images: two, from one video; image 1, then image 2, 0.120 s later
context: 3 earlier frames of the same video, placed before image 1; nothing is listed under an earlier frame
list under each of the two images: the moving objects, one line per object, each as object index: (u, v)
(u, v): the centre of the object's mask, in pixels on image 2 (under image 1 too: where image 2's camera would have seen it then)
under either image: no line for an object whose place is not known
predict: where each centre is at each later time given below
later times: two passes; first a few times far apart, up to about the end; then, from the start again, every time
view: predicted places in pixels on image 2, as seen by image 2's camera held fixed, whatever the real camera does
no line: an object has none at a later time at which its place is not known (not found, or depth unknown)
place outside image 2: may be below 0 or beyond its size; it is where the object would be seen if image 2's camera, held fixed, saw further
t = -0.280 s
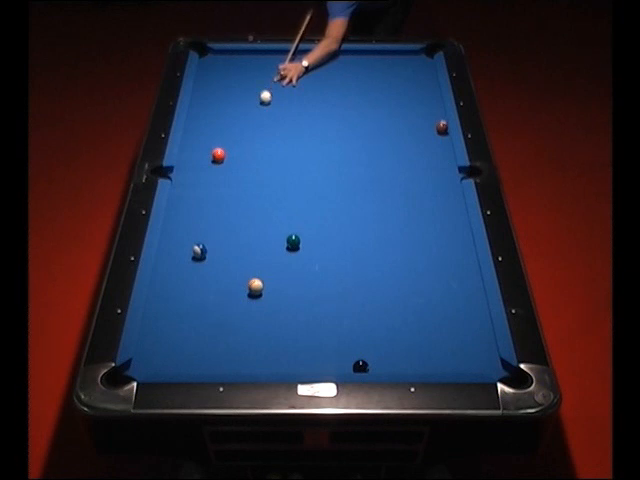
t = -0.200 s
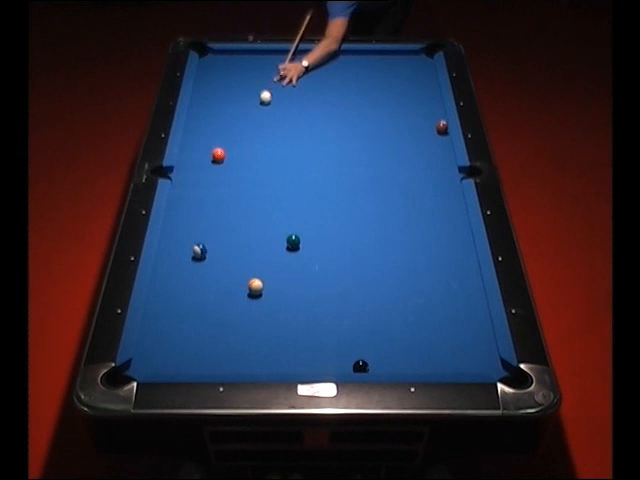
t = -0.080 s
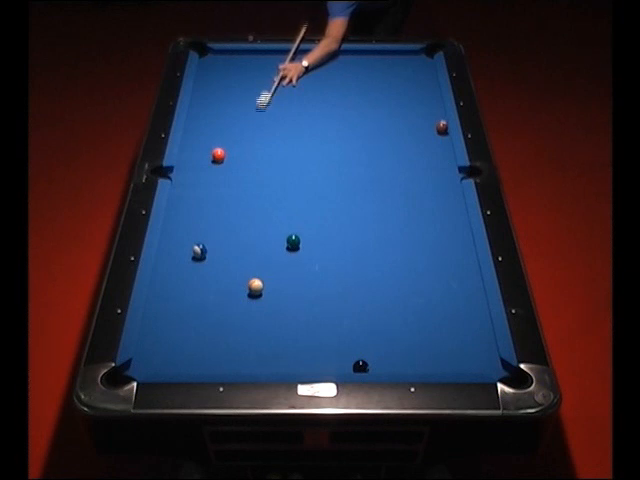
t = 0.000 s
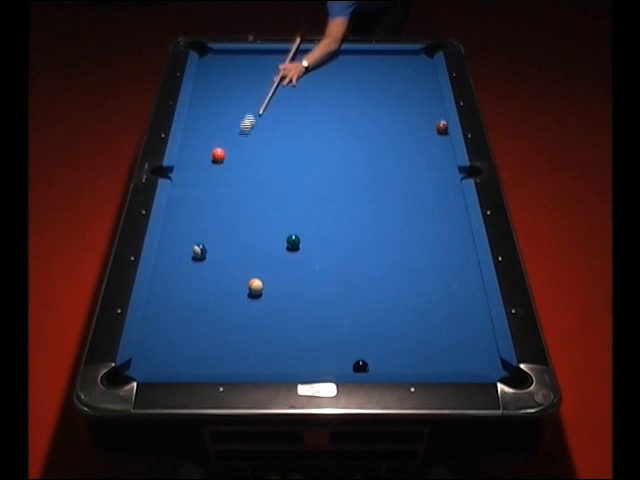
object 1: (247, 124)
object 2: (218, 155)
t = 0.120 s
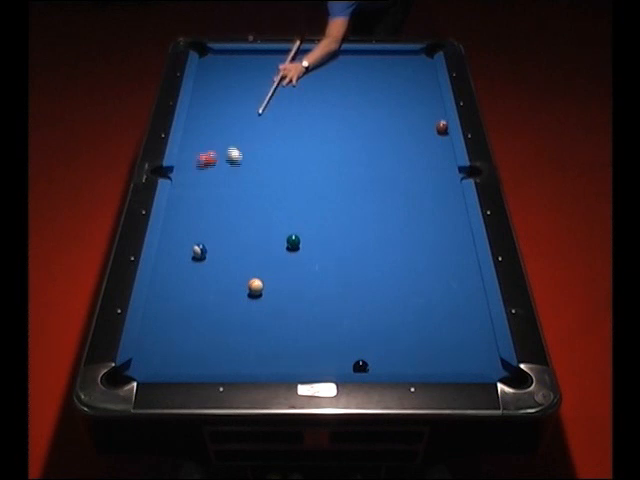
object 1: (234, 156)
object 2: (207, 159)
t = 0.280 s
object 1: (263, 178)
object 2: (157, 176)
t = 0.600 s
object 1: (319, 207)
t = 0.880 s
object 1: (367, 230)
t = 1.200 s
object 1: (426, 257)
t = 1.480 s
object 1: (474, 281)
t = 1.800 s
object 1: (449, 296)
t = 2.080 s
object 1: (430, 309)
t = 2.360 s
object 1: (410, 322)
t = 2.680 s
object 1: (389, 337)
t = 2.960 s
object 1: (371, 348)
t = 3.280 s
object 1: (351, 356)
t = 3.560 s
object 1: (335, 361)
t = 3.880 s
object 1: (318, 365)
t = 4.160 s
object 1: (306, 365)
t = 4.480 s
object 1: (296, 364)
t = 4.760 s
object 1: (289, 363)
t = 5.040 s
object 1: (284, 362)
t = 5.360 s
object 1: (280, 363)
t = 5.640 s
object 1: (277, 363)
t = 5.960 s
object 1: (277, 362)
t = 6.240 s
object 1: (277, 362)
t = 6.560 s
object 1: (277, 363)
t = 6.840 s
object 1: (277, 363)
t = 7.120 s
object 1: (277, 363)
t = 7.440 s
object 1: (277, 363)
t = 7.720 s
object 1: (277, 363)
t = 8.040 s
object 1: (277, 363)
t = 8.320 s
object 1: (277, 363)
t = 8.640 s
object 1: (277, 363)
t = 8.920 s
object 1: (277, 363)
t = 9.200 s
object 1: (278, 362)
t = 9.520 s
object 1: (278, 362)
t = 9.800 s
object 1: (278, 362)
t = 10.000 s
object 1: (278, 362)
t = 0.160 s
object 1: (241, 161)
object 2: (191, 165)
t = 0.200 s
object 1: (248, 167)
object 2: (177, 169)
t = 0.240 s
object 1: (256, 173)
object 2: (162, 173)
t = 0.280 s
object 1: (263, 178)
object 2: (157, 176)
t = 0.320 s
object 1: (270, 182)
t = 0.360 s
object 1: (278, 187)
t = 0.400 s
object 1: (284, 191)
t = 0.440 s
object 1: (291, 195)
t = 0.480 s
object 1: (298, 198)
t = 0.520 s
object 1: (305, 201)
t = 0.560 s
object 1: (312, 204)
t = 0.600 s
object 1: (319, 207)
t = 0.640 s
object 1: (326, 211)
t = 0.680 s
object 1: (332, 213)
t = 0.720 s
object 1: (339, 217)
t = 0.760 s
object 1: (347, 220)
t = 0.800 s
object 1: (353, 223)
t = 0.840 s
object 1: (360, 227)
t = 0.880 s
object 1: (367, 230)
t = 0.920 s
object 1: (375, 233)
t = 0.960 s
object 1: (382, 237)
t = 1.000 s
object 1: (389, 239)
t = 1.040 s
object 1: (396, 243)
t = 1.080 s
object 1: (404, 247)
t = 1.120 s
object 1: (411, 250)
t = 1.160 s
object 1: (418, 253)
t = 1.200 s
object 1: (426, 257)
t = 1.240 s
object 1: (433, 260)
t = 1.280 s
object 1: (441, 264)
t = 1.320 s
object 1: (448, 267)
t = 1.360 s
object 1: (456, 271)
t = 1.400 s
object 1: (463, 274)
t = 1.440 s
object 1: (471, 278)
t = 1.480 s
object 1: (474, 281)
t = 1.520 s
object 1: (470, 283)
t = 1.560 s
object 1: (467, 285)
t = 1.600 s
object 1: (463, 287)
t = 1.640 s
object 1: (461, 289)
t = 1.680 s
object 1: (458, 291)
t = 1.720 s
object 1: (455, 293)
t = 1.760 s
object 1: (452, 294)
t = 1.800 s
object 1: (449, 296)
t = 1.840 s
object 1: (446, 298)
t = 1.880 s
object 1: (444, 300)
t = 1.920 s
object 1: (441, 302)
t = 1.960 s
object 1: (438, 304)
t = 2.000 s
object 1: (435, 306)
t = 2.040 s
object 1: (432, 307)
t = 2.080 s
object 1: (430, 309)
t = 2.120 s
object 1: (427, 311)
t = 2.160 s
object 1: (424, 313)
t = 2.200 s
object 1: (422, 315)
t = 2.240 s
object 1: (419, 317)
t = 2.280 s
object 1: (416, 318)
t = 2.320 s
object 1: (413, 321)
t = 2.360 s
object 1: (410, 322)
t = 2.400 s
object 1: (408, 324)
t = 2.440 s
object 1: (405, 325)
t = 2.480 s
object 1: (402, 328)
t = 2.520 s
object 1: (400, 329)
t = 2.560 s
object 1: (397, 331)
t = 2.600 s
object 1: (394, 333)
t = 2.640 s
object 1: (392, 335)
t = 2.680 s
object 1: (389, 337)
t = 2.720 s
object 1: (386, 338)
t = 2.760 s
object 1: (384, 340)
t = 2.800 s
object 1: (381, 342)
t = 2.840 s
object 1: (379, 343)
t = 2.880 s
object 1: (376, 345)
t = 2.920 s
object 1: (374, 347)
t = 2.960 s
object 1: (371, 348)
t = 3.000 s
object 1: (369, 350)
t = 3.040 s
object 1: (367, 351)
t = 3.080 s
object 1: (364, 352)
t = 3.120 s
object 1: (361, 352)
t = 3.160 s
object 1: (359, 354)
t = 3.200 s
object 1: (357, 355)
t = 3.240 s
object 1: (354, 355)
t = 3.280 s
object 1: (351, 356)
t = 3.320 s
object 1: (349, 357)
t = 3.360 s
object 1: (346, 357)
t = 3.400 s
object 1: (344, 358)
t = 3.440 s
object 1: (342, 359)
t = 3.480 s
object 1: (340, 359)
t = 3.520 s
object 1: (337, 360)
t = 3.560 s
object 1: (335, 361)
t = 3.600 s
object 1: (333, 361)
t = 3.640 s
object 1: (330, 362)
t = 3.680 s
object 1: (328, 362)
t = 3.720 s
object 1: (326, 363)
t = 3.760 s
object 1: (324, 363)
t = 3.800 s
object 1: (322, 364)
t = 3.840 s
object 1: (320, 364)
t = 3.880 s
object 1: (318, 365)
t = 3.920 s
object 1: (316, 365)
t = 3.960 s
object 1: (314, 366)
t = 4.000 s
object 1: (312, 366)
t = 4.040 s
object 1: (311, 366)
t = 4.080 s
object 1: (309, 365)
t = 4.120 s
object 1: (307, 365)
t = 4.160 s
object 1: (306, 365)
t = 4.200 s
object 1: (305, 365)
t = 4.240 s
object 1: (304, 365)
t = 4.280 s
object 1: (302, 365)
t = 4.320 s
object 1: (301, 364)
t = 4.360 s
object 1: (300, 364)
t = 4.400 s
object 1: (298, 364)
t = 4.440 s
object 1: (297, 364)
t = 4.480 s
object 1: (296, 364)
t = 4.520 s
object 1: (295, 364)
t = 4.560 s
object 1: (294, 364)
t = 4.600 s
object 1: (293, 363)
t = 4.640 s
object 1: (292, 364)
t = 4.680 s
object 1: (291, 363)
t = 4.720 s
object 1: (290, 363)
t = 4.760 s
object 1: (289, 363)
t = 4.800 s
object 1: (288, 363)
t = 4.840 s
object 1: (287, 363)
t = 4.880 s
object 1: (287, 363)
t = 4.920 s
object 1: (286, 363)
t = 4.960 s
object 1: (285, 363)
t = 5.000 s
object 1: (285, 363)
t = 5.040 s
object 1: (284, 362)
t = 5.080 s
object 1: (283, 362)
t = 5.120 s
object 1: (282, 363)
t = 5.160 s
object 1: (282, 363)
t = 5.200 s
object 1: (281, 363)
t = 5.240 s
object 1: (281, 363)
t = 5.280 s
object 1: (280, 363)
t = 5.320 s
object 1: (280, 363)
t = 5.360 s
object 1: (280, 363)
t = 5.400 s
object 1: (279, 363)
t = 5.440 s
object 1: (279, 363)
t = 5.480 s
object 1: (279, 362)
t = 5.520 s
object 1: (279, 362)
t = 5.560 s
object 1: (278, 363)
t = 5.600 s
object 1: (278, 362)
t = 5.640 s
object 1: (277, 363)
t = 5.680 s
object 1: (277, 363)
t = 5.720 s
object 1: (278, 363)
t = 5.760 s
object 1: (278, 362)
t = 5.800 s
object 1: (278, 362)
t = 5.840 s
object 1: (277, 362)
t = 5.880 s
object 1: (277, 363)
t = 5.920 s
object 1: (277, 363)
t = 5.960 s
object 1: (277, 362)
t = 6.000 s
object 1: (277, 362)
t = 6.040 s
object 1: (277, 363)
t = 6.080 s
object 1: (277, 362)
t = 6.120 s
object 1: (277, 363)
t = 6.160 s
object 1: (277, 363)
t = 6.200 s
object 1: (278, 362)
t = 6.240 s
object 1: (277, 362)
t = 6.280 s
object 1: (278, 362)
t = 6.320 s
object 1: (277, 363)
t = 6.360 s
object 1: (278, 363)
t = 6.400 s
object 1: (277, 363)
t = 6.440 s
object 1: (277, 363)
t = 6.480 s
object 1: (277, 363)
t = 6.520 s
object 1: (277, 363)
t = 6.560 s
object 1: (277, 363)
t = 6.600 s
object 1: (277, 363)
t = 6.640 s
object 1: (277, 363)
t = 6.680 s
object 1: (277, 363)
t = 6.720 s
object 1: (277, 363)
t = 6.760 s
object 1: (277, 363)
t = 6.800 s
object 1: (277, 363)
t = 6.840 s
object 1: (277, 363)
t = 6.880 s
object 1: (277, 363)
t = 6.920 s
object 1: (277, 363)
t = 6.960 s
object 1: (277, 363)
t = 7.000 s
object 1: (277, 363)
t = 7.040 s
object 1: (277, 363)
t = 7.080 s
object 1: (277, 363)
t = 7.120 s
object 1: (277, 363)
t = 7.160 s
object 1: (277, 363)
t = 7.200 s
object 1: (277, 363)
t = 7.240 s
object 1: (277, 363)
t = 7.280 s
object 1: (277, 363)
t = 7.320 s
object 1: (277, 363)
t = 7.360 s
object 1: (277, 363)
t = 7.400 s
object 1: (277, 363)
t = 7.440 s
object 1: (277, 363)
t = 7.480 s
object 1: (277, 363)
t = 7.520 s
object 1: (277, 363)
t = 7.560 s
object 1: (277, 363)
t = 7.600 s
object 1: (277, 363)
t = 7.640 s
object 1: (277, 363)
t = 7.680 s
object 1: (277, 363)
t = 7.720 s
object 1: (277, 363)
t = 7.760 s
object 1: (277, 363)
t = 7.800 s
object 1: (277, 363)
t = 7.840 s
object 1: (277, 363)
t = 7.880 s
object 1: (277, 363)
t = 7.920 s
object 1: (277, 363)
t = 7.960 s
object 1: (277, 363)
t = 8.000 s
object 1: (277, 363)
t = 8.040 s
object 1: (277, 363)
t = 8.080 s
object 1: (277, 363)
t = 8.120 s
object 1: (277, 363)
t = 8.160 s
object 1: (277, 363)
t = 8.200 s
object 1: (277, 363)
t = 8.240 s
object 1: (277, 363)
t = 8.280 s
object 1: (277, 363)
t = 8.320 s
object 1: (277, 363)
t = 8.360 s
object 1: (277, 363)
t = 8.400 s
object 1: (277, 363)
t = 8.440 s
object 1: (277, 363)
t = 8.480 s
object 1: (277, 363)
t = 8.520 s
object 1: (277, 363)
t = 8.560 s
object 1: (277, 363)
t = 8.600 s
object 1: (277, 363)
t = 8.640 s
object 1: (277, 363)
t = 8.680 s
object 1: (277, 363)
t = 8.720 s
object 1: (277, 363)
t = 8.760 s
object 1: (277, 363)
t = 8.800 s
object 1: (277, 363)
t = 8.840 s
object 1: (277, 363)
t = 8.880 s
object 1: (277, 363)
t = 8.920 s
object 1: (277, 363)
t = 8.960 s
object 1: (277, 362)
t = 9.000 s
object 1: (277, 362)
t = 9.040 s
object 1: (277, 363)
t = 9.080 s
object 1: (277, 362)
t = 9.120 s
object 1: (278, 362)
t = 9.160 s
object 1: (278, 362)
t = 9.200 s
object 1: (278, 362)
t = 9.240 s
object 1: (278, 362)
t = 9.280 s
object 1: (278, 362)
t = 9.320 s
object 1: (278, 362)
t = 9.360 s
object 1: (278, 362)
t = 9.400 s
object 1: (278, 362)
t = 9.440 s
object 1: (278, 362)
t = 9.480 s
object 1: (278, 362)
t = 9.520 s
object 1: (278, 362)
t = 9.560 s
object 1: (278, 362)
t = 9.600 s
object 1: (278, 362)
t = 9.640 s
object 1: (278, 362)
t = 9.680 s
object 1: (278, 362)
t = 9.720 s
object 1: (278, 362)
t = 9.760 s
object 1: (278, 362)
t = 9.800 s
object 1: (278, 362)
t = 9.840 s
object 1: (278, 362)
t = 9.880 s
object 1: (278, 362)
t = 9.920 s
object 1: (278, 362)
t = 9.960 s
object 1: (278, 363)
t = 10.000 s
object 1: (278, 362)
